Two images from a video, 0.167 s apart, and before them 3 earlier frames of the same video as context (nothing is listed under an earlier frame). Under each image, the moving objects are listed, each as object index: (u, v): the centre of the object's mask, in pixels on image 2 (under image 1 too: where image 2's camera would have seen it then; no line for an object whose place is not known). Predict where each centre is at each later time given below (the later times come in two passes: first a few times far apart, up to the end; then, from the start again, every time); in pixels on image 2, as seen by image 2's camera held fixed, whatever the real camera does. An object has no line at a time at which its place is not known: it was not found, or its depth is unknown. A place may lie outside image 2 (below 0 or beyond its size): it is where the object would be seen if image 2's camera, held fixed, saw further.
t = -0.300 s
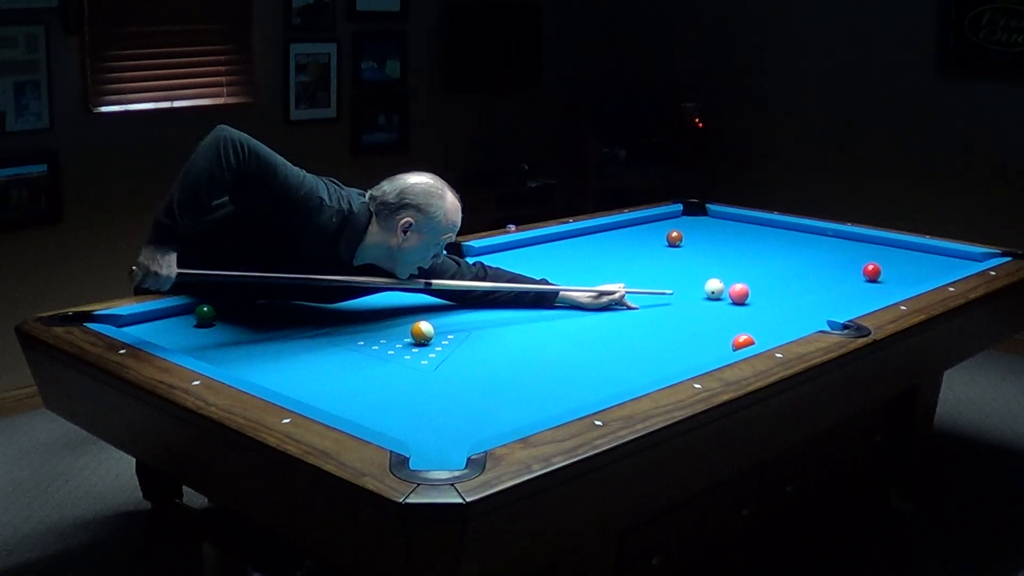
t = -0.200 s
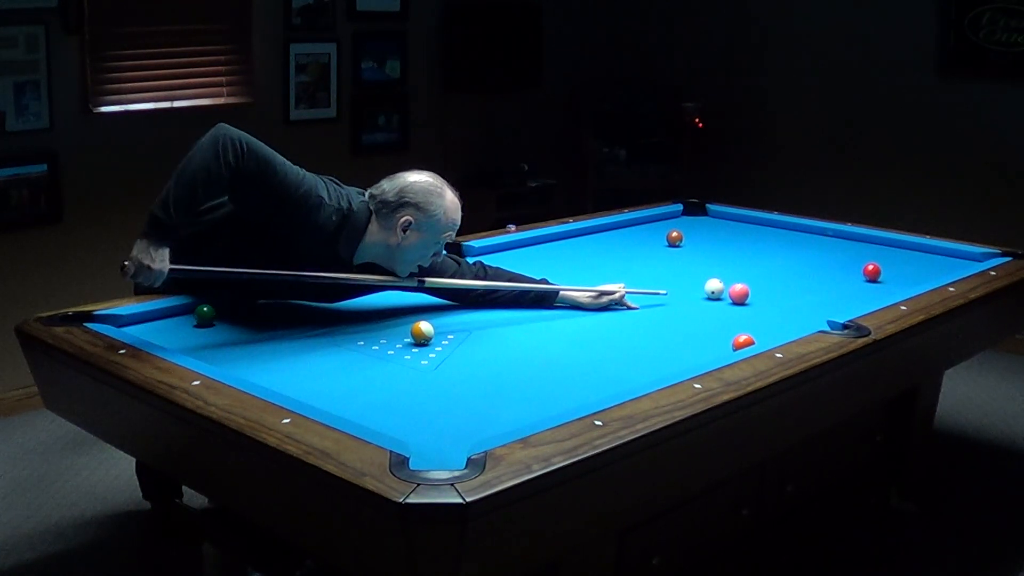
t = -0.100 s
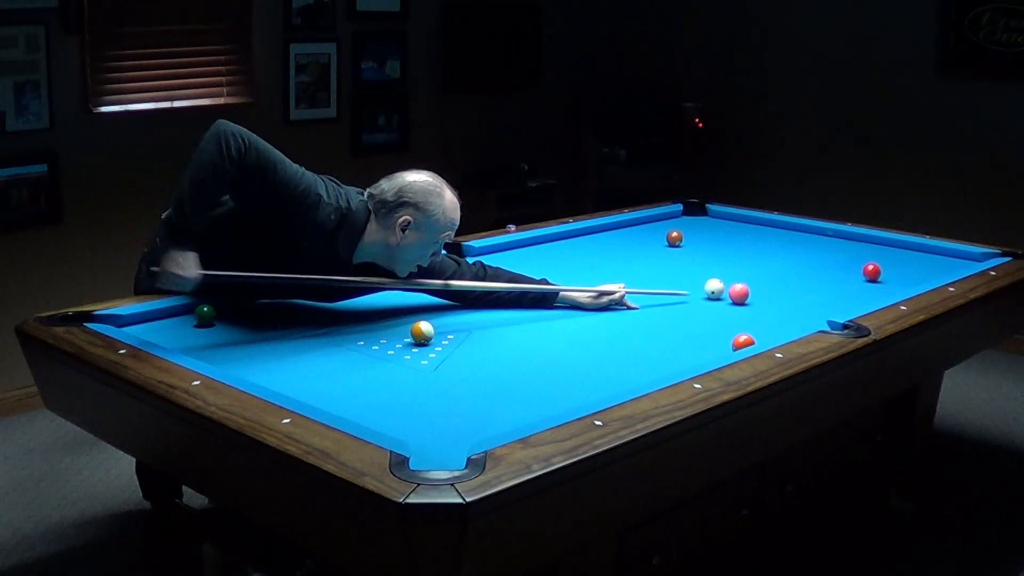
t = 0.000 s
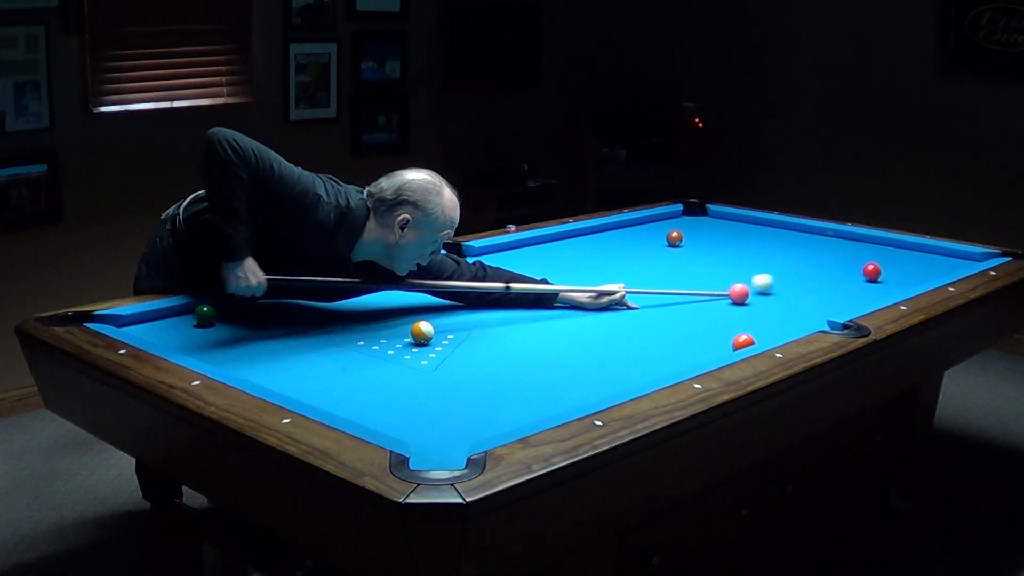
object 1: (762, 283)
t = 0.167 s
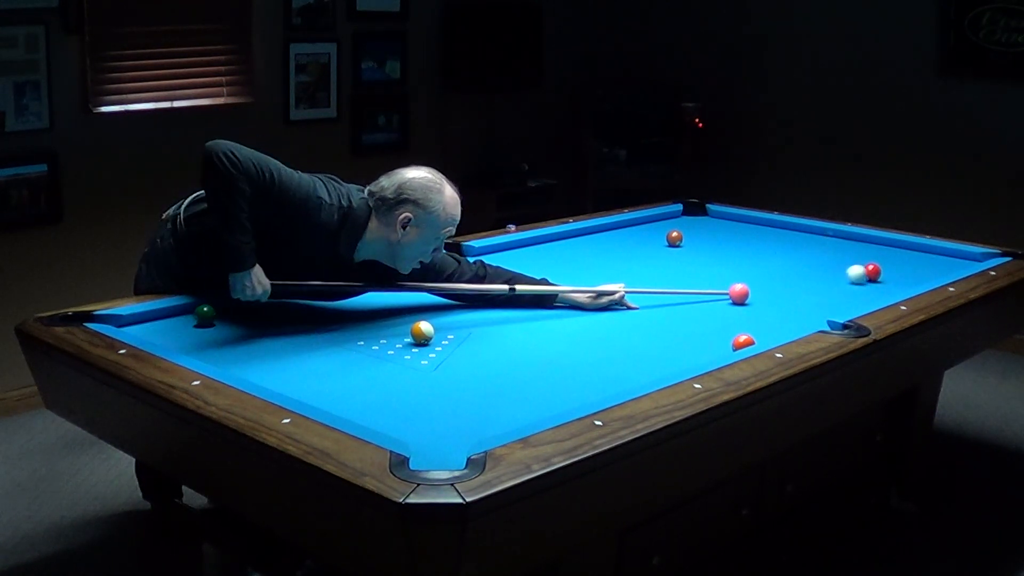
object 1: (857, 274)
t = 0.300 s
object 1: (859, 275)
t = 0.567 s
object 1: (854, 278)
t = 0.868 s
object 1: (849, 281)
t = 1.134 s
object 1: (845, 284)
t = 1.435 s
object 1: (842, 286)
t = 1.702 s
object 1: (840, 287)
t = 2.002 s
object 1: (837, 289)
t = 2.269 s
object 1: (836, 289)
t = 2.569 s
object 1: (834, 290)
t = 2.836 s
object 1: (834, 290)
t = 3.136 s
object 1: (835, 289)
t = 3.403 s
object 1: (834, 289)
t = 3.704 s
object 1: (835, 289)
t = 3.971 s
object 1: (835, 289)
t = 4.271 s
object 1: (834, 290)
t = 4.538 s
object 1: (835, 290)
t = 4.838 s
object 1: (835, 289)
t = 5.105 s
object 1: (835, 289)
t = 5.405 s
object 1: (835, 290)
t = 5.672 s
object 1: (834, 289)
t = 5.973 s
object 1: (834, 289)
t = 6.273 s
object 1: (834, 289)
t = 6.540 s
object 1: (834, 289)
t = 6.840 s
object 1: (834, 289)
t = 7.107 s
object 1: (834, 289)
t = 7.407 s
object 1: (834, 290)
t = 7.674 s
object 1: (834, 290)
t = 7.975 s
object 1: (834, 289)
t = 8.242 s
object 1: (835, 289)
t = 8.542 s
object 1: (834, 289)
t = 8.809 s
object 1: (834, 289)
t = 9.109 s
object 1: (834, 289)
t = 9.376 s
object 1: (834, 290)
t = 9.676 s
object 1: (834, 290)
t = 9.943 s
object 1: (835, 289)
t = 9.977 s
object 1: (835, 289)
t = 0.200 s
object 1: (860, 274)
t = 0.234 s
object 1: (860, 274)
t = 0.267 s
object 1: (860, 275)
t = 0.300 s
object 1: (859, 275)
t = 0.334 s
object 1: (858, 276)
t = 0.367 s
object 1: (857, 276)
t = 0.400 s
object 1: (857, 276)
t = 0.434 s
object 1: (856, 277)
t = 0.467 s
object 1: (856, 277)
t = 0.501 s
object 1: (855, 277)
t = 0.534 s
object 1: (854, 278)
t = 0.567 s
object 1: (854, 278)
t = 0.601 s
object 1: (853, 278)
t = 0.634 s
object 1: (853, 279)
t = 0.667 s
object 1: (852, 279)
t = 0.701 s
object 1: (851, 280)
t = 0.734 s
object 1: (851, 280)
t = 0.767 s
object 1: (850, 280)
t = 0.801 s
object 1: (850, 281)
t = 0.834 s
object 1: (849, 281)
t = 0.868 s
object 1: (849, 281)
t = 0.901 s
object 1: (848, 282)
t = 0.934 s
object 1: (848, 282)
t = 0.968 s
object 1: (847, 282)
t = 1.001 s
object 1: (847, 283)
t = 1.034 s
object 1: (846, 283)
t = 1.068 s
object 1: (846, 283)
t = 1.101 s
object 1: (846, 283)
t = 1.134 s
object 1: (845, 284)
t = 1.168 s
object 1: (845, 284)
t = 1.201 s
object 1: (845, 284)
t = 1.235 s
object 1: (844, 284)
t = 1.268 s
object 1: (844, 285)
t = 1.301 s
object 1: (843, 285)
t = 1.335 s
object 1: (843, 285)
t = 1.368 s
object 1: (843, 285)
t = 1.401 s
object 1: (842, 286)
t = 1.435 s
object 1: (842, 286)
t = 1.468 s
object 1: (842, 286)
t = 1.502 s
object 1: (842, 286)
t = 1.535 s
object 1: (841, 286)
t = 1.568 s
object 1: (841, 286)
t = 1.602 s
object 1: (841, 287)
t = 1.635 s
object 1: (840, 287)
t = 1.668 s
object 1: (840, 287)
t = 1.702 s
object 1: (840, 287)
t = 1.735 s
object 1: (839, 287)
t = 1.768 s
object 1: (839, 287)
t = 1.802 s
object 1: (839, 288)
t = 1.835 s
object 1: (838, 288)
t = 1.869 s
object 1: (838, 288)
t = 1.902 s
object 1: (838, 288)
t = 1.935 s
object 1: (838, 288)
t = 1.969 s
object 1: (838, 289)
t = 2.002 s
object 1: (837, 289)
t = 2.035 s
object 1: (837, 289)
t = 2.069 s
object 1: (837, 289)
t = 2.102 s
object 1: (837, 289)
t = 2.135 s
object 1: (837, 289)
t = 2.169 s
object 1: (837, 289)
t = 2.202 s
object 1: (836, 289)
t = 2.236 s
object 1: (836, 289)
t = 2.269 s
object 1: (836, 289)
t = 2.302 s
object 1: (836, 290)
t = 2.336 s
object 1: (836, 290)
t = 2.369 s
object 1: (835, 290)
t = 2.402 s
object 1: (835, 290)
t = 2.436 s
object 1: (835, 290)
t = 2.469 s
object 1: (835, 290)
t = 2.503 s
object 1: (834, 290)
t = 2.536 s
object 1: (835, 290)
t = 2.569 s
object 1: (834, 290)
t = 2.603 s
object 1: (834, 290)
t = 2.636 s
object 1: (834, 290)
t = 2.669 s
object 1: (834, 290)
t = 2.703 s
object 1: (834, 290)
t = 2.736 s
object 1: (834, 290)
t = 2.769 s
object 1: (834, 290)
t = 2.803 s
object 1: (834, 290)
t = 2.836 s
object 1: (834, 290)
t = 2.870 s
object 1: (834, 289)
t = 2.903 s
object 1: (834, 289)
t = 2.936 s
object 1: (834, 289)
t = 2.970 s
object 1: (834, 289)
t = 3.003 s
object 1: (835, 289)
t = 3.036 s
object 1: (835, 289)
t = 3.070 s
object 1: (835, 289)
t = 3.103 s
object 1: (835, 289)
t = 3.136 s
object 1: (835, 289)
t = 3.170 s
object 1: (835, 289)
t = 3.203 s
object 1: (834, 289)
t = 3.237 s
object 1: (834, 289)
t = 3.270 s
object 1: (834, 289)
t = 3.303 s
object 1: (835, 289)
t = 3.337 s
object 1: (835, 289)
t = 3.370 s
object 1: (835, 289)
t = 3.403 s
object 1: (834, 289)
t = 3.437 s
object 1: (834, 289)
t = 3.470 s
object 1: (835, 289)
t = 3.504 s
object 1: (835, 289)
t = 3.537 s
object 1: (835, 289)
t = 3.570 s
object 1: (835, 289)
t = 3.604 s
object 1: (834, 289)
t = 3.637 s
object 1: (834, 289)
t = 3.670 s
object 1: (834, 289)
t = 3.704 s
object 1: (835, 289)
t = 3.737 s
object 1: (834, 289)
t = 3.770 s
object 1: (835, 289)
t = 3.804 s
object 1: (835, 289)
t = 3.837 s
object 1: (835, 289)
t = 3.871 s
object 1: (835, 289)
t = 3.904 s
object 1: (835, 289)
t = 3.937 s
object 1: (835, 289)
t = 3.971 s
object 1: (835, 289)
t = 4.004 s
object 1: (835, 289)
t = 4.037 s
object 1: (835, 290)
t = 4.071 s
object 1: (835, 289)
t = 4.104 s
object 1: (834, 289)
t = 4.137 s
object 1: (834, 289)
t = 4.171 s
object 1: (834, 290)
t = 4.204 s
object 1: (834, 290)
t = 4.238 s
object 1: (835, 289)
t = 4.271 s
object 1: (834, 290)
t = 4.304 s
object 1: (835, 289)
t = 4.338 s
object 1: (835, 289)
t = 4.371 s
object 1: (834, 290)
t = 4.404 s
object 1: (835, 290)
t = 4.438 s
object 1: (835, 289)
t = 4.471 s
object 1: (835, 289)
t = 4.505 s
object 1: (835, 289)
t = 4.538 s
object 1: (835, 290)
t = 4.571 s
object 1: (835, 290)
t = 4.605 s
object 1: (835, 289)
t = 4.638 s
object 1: (835, 289)
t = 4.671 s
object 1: (835, 289)
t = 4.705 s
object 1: (835, 289)
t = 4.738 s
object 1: (834, 290)
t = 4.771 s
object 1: (835, 289)
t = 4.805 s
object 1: (835, 289)
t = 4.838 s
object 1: (835, 289)
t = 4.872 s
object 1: (835, 289)
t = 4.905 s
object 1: (834, 290)
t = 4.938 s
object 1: (835, 289)
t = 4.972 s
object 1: (835, 289)
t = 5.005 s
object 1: (834, 290)
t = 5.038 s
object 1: (835, 289)
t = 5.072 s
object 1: (835, 289)
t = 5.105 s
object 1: (835, 289)
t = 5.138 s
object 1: (835, 289)
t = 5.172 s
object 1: (835, 289)
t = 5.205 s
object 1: (834, 290)
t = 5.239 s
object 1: (835, 289)
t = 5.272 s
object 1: (835, 289)
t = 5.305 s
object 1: (835, 290)
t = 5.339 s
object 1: (835, 290)
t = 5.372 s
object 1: (834, 290)
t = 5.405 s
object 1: (835, 290)
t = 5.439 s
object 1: (834, 290)
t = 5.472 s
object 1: (834, 290)
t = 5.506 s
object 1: (835, 289)
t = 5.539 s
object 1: (835, 289)
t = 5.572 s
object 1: (835, 290)
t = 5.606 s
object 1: (835, 289)
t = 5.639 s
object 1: (835, 289)
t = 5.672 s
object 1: (834, 289)
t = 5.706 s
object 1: (835, 290)
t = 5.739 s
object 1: (834, 289)
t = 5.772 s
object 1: (835, 289)
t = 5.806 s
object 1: (835, 289)
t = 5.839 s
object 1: (835, 289)
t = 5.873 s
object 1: (834, 289)
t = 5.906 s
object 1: (835, 289)
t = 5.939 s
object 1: (834, 289)
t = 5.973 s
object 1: (834, 289)
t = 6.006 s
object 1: (835, 289)
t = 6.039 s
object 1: (834, 290)
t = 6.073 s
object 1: (834, 289)
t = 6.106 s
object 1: (834, 289)
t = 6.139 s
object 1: (834, 289)
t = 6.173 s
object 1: (834, 289)
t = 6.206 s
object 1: (834, 289)
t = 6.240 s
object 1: (834, 289)
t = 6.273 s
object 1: (834, 289)
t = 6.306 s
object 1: (834, 289)
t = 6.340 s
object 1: (834, 289)
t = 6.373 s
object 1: (834, 290)
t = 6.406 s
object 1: (834, 289)
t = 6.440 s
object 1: (834, 289)
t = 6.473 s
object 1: (834, 290)
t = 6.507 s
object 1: (834, 290)
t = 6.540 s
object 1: (834, 289)
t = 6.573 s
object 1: (834, 289)
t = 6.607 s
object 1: (834, 289)
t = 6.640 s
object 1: (834, 289)
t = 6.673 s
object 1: (834, 290)
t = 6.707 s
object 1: (834, 290)
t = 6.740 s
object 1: (834, 289)
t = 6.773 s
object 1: (834, 289)
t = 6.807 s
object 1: (834, 289)
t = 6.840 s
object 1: (834, 289)
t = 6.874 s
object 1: (834, 289)
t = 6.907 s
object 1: (834, 289)
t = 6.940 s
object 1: (834, 289)
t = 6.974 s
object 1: (834, 289)
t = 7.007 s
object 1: (834, 289)
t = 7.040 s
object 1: (834, 289)
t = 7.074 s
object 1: (834, 289)
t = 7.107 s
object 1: (834, 289)
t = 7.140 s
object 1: (834, 289)
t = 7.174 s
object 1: (834, 290)
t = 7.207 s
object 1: (835, 289)
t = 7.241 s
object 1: (834, 290)
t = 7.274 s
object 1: (834, 290)
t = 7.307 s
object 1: (835, 289)
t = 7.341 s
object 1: (835, 289)
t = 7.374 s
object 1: (834, 290)
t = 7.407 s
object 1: (834, 290)
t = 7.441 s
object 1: (835, 289)
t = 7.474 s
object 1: (835, 289)
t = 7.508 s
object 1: (835, 289)
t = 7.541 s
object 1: (834, 289)
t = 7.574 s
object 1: (835, 289)
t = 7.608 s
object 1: (834, 290)
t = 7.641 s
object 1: (834, 290)
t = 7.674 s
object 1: (834, 290)
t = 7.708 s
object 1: (834, 290)
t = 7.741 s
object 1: (834, 290)
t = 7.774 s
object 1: (834, 290)
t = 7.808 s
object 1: (835, 289)
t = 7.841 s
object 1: (835, 289)
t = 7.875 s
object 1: (835, 289)
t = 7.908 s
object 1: (834, 290)
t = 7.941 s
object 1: (834, 290)
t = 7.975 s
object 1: (834, 289)
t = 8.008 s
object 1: (835, 289)
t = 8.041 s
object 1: (834, 289)
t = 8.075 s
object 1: (834, 290)
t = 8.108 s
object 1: (834, 290)
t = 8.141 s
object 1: (834, 290)
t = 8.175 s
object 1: (835, 289)
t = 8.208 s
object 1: (834, 290)
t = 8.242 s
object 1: (835, 289)
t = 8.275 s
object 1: (835, 289)
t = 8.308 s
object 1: (835, 289)
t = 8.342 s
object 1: (834, 289)
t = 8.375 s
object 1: (834, 289)
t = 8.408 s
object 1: (835, 289)
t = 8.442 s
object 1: (834, 289)
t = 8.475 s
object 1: (834, 290)
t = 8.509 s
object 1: (834, 290)
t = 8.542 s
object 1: (834, 289)
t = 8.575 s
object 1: (834, 290)
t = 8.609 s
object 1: (834, 290)
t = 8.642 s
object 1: (835, 289)
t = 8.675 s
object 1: (834, 289)
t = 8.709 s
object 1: (835, 289)
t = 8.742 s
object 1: (834, 289)
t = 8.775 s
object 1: (834, 290)
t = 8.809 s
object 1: (834, 289)
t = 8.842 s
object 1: (834, 289)
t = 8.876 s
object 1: (834, 290)
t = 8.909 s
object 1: (834, 289)
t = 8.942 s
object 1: (834, 289)
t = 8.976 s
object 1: (834, 290)
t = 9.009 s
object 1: (834, 289)
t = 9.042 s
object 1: (835, 289)
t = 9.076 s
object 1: (834, 290)
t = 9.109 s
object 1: (834, 289)
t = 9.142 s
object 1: (834, 289)
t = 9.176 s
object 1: (834, 290)
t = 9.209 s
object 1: (834, 290)
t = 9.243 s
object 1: (834, 289)
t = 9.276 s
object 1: (834, 290)
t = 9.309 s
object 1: (834, 290)
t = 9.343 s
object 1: (834, 290)
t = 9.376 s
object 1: (834, 290)
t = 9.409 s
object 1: (834, 290)
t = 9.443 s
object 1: (834, 290)
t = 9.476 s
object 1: (834, 290)
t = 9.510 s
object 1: (835, 289)
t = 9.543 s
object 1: (834, 290)
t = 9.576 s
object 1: (835, 289)
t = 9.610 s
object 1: (834, 289)
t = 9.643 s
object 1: (834, 290)
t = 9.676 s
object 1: (834, 290)
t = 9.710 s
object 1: (835, 289)
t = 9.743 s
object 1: (834, 290)
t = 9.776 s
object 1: (835, 289)
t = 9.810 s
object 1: (835, 289)
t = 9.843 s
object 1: (834, 290)
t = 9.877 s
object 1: (834, 290)
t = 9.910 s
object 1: (835, 289)
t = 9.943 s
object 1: (835, 289)
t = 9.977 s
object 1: (835, 289)
